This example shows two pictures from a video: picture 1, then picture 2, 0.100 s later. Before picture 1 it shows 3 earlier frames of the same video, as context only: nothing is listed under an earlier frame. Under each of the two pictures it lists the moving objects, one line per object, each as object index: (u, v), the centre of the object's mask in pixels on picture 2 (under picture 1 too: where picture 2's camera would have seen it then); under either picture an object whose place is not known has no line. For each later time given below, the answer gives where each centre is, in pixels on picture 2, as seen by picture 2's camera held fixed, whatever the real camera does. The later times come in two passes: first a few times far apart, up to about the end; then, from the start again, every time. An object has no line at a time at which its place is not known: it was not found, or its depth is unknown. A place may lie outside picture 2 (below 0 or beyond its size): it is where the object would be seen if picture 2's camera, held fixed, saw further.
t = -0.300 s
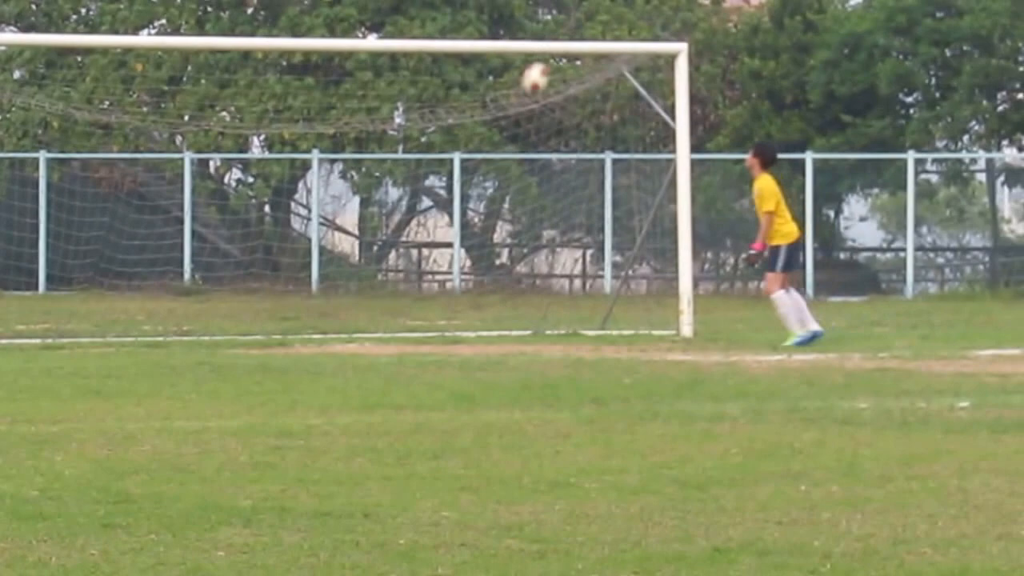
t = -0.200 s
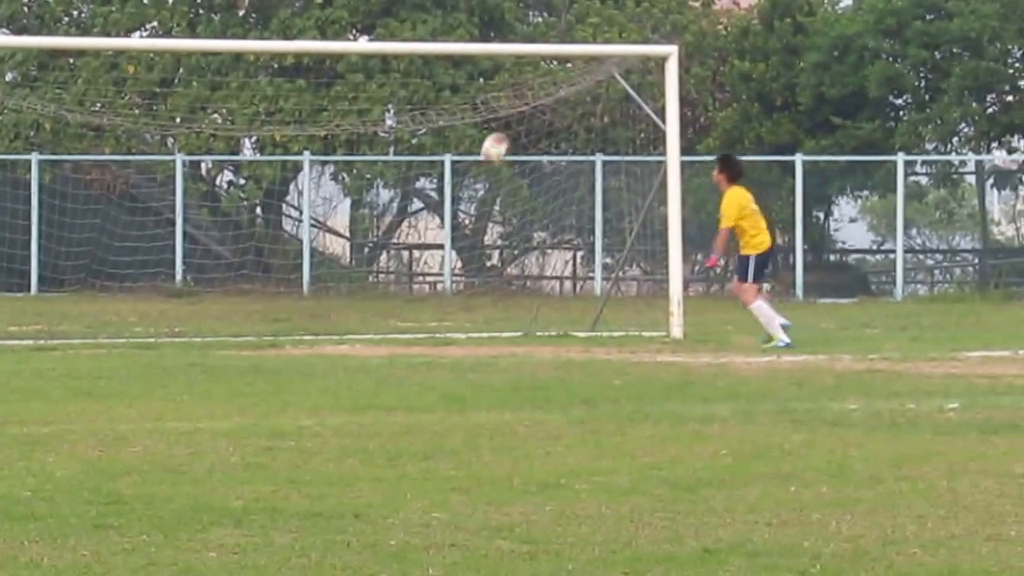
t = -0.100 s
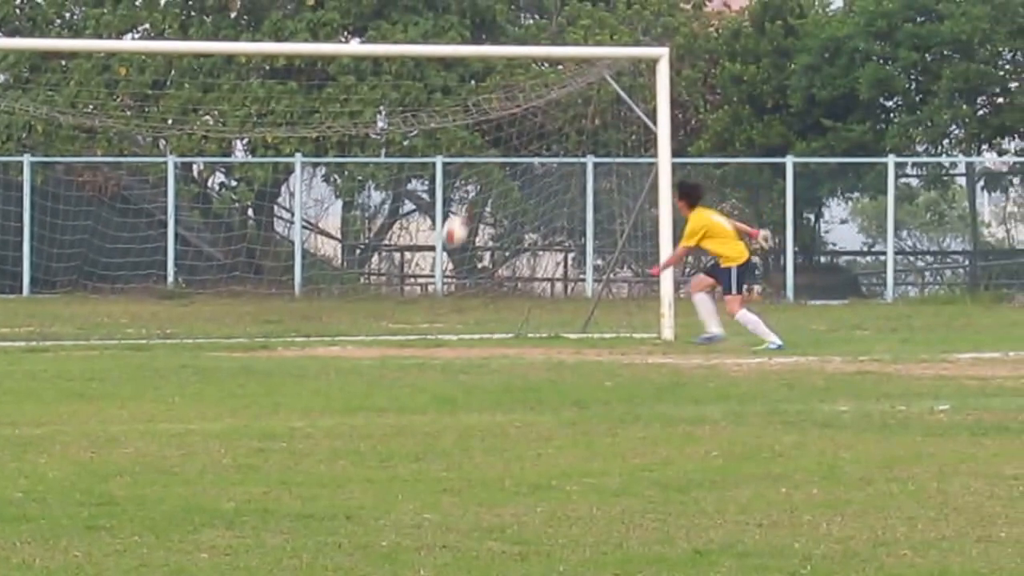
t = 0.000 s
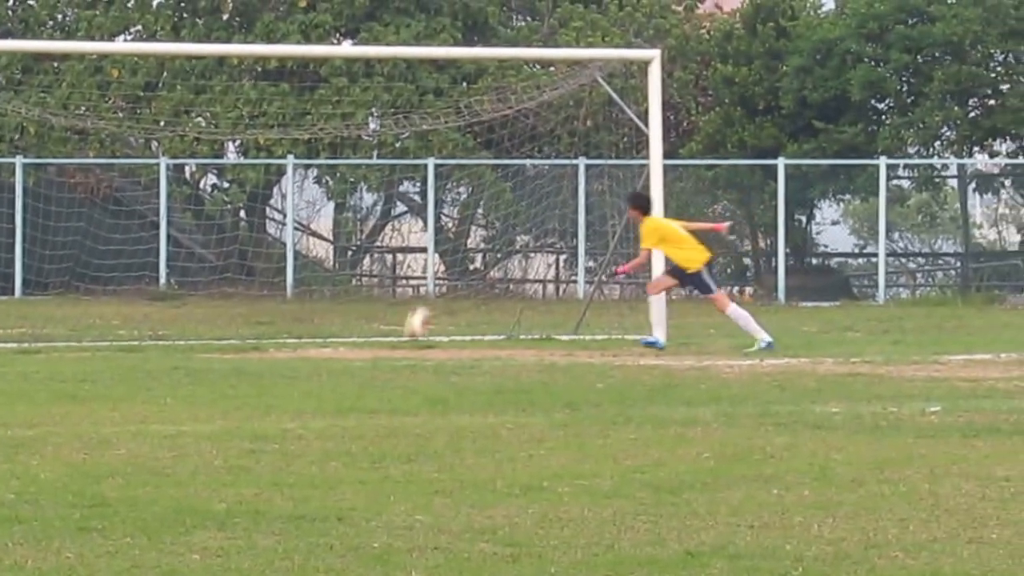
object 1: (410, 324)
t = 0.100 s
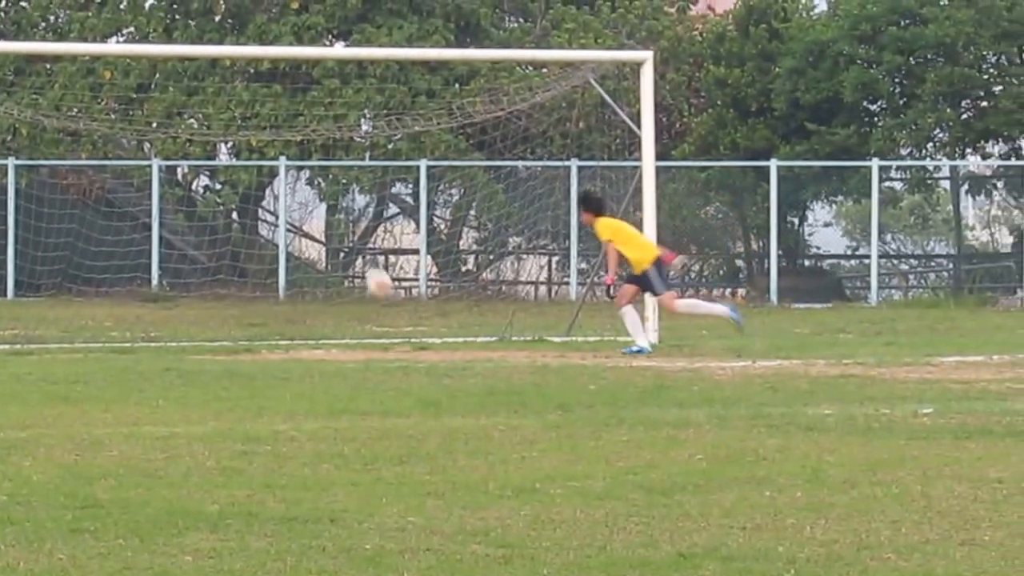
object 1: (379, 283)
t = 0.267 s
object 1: (327, 189)
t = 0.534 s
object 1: (248, 108)
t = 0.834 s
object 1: (193, 126)
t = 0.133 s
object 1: (368, 261)
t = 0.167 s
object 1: (357, 241)
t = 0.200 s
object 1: (347, 222)
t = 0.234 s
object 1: (338, 205)
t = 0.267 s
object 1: (327, 189)
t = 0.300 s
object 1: (317, 174)
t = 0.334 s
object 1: (306, 159)
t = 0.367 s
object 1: (296, 147)
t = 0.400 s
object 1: (285, 136)
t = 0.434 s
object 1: (275, 125)
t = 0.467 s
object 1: (266, 118)
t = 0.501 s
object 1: (257, 113)
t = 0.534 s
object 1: (248, 108)
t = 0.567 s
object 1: (240, 104)
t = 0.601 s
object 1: (233, 102)
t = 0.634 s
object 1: (226, 102)
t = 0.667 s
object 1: (220, 102)
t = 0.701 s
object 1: (214, 104)
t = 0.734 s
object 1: (208, 109)
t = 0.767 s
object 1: (204, 113)
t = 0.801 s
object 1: (199, 119)
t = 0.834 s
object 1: (193, 126)
